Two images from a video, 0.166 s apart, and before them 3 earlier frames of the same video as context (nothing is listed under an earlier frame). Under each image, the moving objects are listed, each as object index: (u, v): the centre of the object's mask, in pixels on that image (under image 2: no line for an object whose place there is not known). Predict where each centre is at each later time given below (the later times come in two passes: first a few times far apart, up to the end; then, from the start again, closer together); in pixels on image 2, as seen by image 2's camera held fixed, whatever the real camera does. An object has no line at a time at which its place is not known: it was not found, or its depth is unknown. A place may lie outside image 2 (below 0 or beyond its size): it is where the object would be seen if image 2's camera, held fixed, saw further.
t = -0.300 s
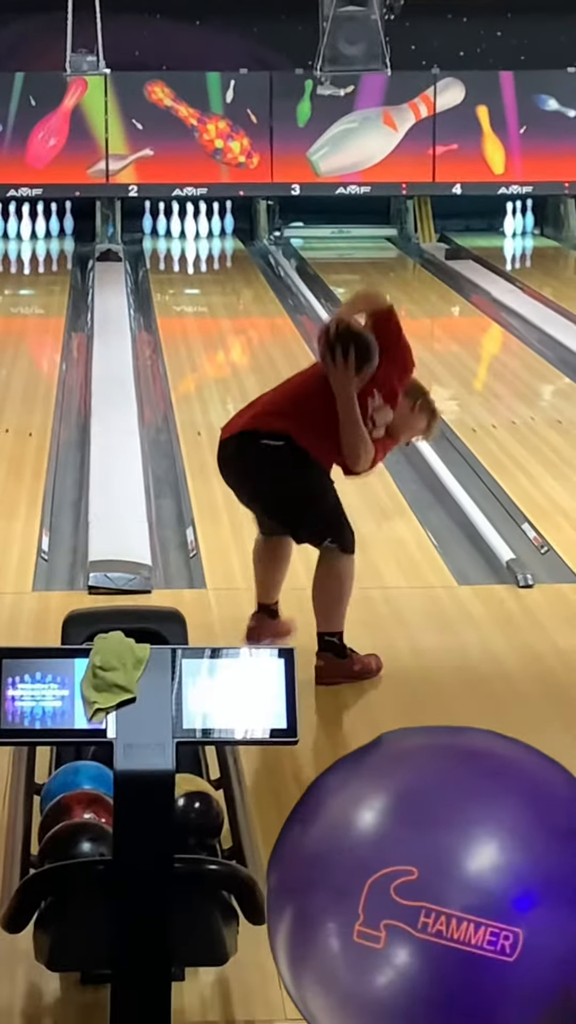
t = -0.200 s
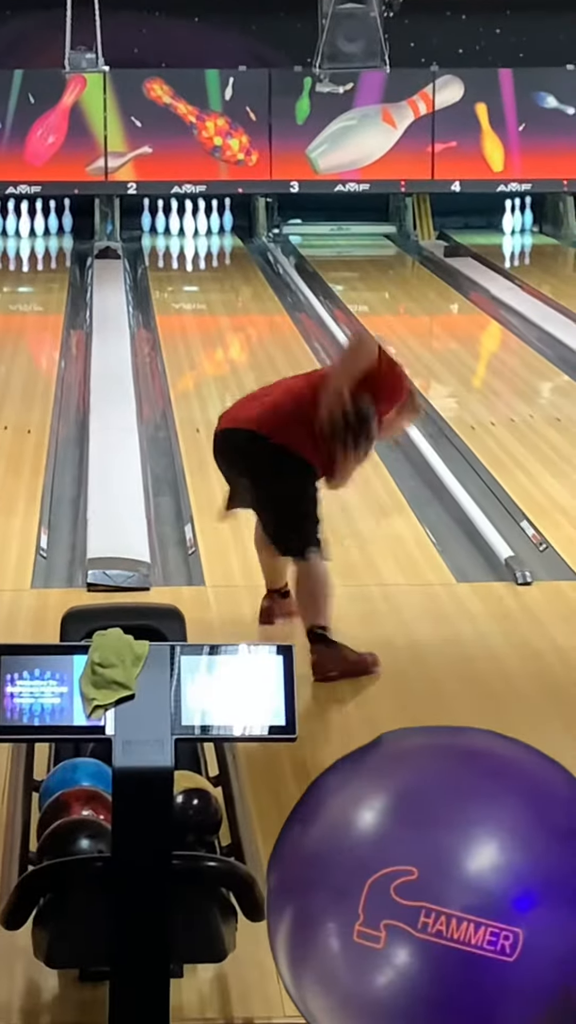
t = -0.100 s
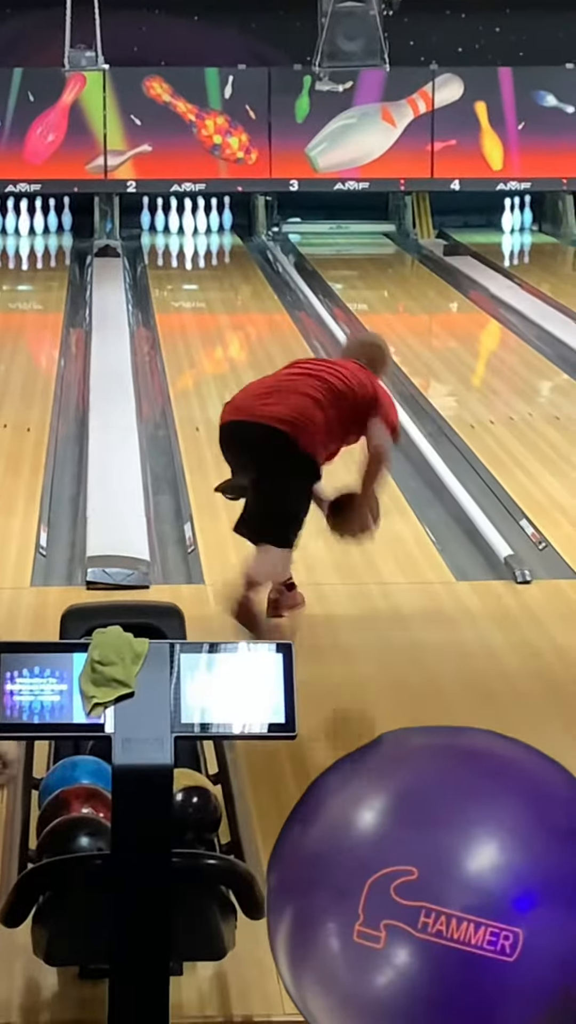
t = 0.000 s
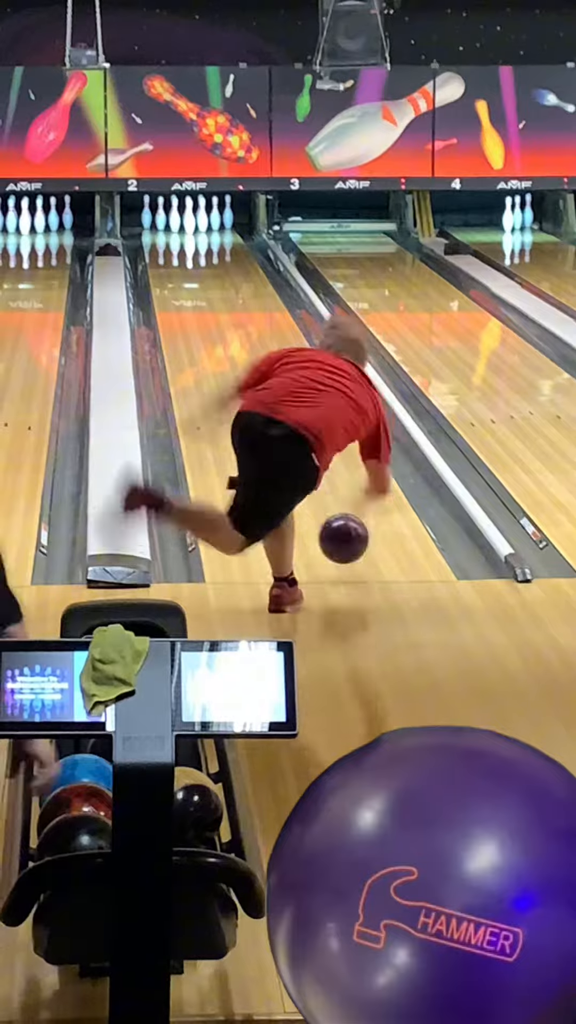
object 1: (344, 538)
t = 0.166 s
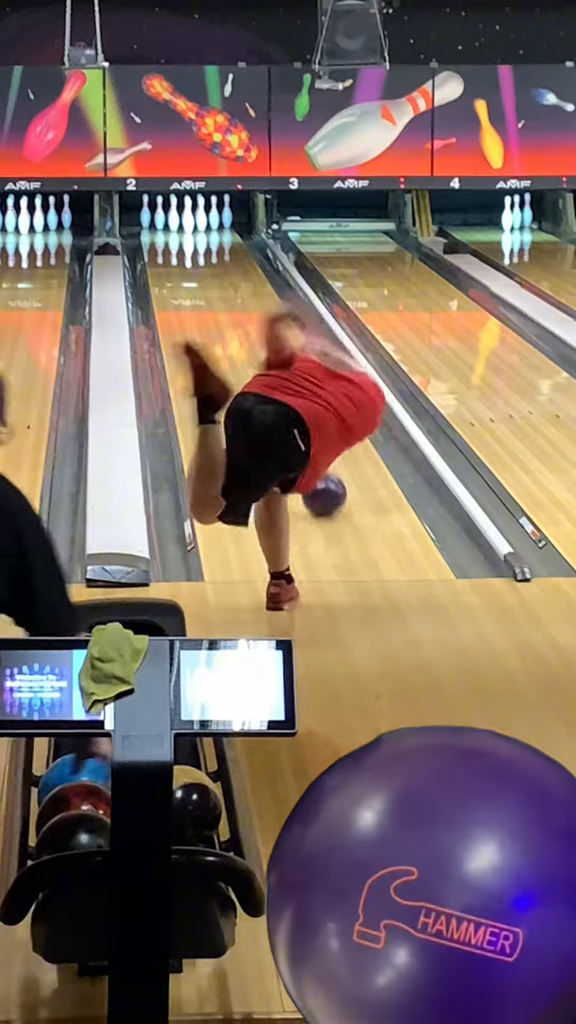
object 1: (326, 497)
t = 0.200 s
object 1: (324, 488)
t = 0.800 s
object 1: (277, 352)
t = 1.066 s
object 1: (262, 315)
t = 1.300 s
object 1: (251, 289)
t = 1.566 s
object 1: (239, 265)
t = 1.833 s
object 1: (223, 245)
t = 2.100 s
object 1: (201, 228)
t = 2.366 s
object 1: (189, 220)
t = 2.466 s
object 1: (180, 219)
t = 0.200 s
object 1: (324, 488)
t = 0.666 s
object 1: (274, 372)
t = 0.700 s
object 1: (279, 367)
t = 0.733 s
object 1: (281, 363)
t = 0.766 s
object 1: (279, 357)
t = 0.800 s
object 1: (277, 352)
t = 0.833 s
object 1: (275, 347)
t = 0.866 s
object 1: (273, 342)
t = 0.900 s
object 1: (271, 337)
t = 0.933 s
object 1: (269, 332)
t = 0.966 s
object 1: (267, 328)
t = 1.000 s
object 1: (266, 324)
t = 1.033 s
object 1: (264, 319)
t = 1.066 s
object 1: (262, 315)
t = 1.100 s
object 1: (261, 311)
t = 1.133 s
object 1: (259, 307)
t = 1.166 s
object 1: (258, 303)
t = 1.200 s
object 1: (256, 299)
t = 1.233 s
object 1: (254, 296)
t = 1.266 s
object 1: (252, 293)
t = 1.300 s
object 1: (251, 289)
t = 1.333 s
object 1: (250, 286)
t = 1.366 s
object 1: (248, 283)
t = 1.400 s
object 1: (246, 280)
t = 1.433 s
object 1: (245, 276)
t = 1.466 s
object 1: (243, 274)
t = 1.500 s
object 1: (242, 270)
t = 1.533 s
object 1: (240, 267)
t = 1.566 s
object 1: (239, 265)
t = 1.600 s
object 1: (237, 262)
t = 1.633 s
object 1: (235, 259)
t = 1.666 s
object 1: (234, 256)
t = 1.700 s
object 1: (231, 254)
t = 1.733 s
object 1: (229, 252)
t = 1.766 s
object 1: (227, 249)
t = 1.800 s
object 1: (225, 247)
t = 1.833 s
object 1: (223, 245)
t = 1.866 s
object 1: (221, 243)
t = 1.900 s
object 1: (218, 241)
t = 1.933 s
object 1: (215, 238)
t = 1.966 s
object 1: (213, 237)
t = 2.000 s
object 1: (210, 235)
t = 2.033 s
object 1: (207, 233)
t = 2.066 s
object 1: (204, 231)
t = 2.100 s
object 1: (201, 228)
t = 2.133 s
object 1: (199, 227)
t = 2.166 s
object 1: (195, 225)
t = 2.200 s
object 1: (194, 224)
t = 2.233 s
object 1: (193, 222)
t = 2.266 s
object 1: (192, 222)
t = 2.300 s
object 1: (191, 222)
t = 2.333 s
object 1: (190, 221)
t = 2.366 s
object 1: (189, 220)
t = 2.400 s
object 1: (189, 220)
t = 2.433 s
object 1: (187, 219)
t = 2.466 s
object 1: (180, 219)
